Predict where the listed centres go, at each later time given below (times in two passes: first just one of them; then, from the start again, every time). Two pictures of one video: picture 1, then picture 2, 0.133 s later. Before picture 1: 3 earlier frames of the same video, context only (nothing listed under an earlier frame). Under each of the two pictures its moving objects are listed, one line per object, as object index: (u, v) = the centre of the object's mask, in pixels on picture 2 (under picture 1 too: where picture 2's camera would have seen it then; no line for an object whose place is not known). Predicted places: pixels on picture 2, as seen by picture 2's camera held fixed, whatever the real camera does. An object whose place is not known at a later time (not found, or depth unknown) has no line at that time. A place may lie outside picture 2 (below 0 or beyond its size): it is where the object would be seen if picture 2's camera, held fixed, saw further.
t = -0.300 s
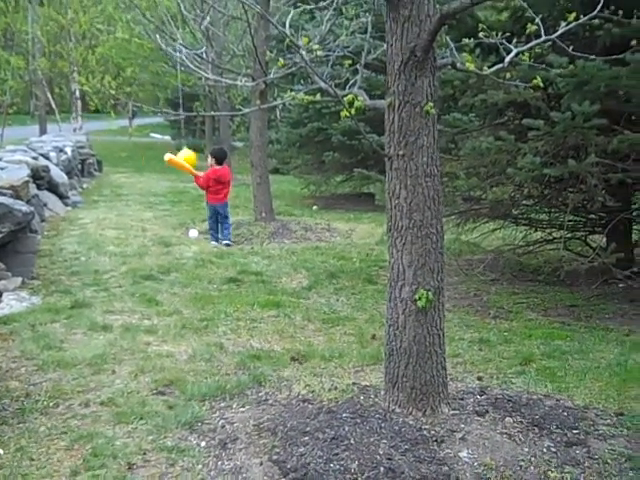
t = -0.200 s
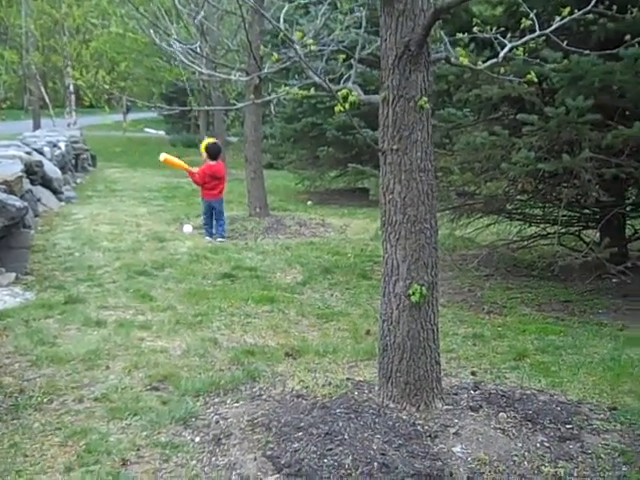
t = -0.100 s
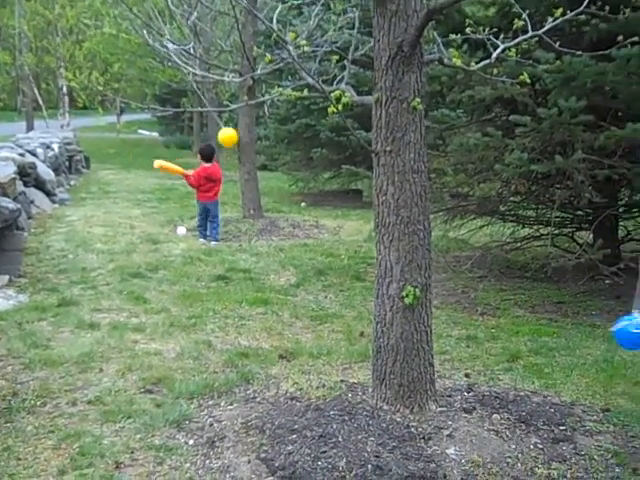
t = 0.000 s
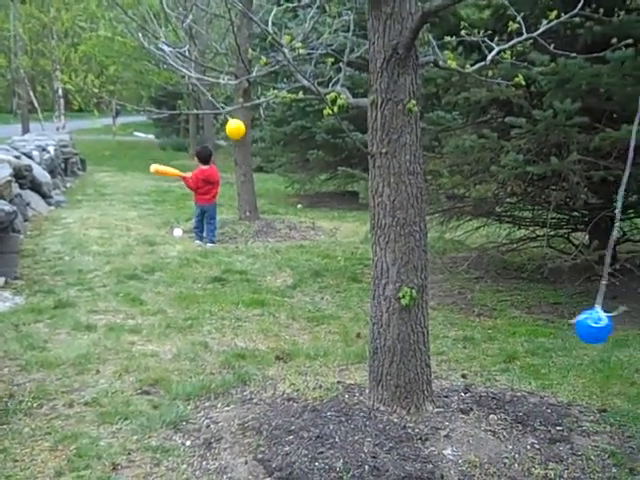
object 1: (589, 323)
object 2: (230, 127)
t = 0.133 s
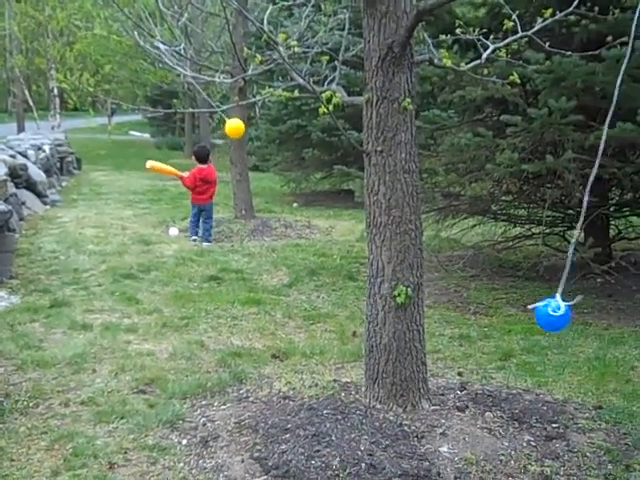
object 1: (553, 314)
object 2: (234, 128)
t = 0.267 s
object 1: (532, 309)
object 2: (228, 133)
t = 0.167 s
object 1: (546, 312)
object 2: (234, 129)
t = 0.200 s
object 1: (540, 311)
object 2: (233, 130)
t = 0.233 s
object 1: (535, 309)
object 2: (231, 131)
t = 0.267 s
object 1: (532, 309)
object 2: (228, 133)
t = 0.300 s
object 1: (529, 308)
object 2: (224, 135)
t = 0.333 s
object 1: (528, 307)
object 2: (221, 138)
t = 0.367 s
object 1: (527, 307)
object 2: (216, 141)
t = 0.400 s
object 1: (528, 307)
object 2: (212, 144)
